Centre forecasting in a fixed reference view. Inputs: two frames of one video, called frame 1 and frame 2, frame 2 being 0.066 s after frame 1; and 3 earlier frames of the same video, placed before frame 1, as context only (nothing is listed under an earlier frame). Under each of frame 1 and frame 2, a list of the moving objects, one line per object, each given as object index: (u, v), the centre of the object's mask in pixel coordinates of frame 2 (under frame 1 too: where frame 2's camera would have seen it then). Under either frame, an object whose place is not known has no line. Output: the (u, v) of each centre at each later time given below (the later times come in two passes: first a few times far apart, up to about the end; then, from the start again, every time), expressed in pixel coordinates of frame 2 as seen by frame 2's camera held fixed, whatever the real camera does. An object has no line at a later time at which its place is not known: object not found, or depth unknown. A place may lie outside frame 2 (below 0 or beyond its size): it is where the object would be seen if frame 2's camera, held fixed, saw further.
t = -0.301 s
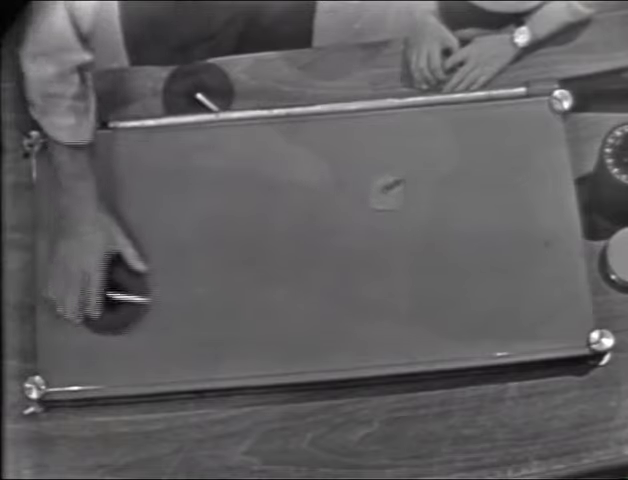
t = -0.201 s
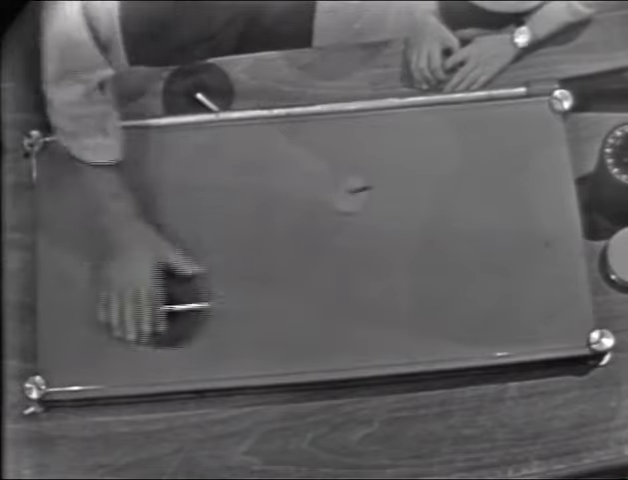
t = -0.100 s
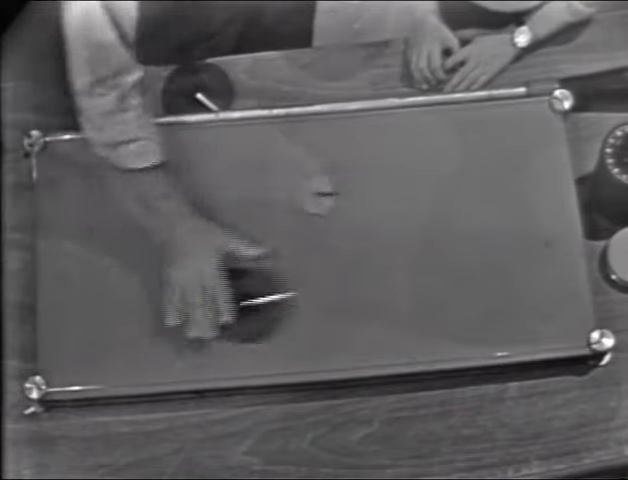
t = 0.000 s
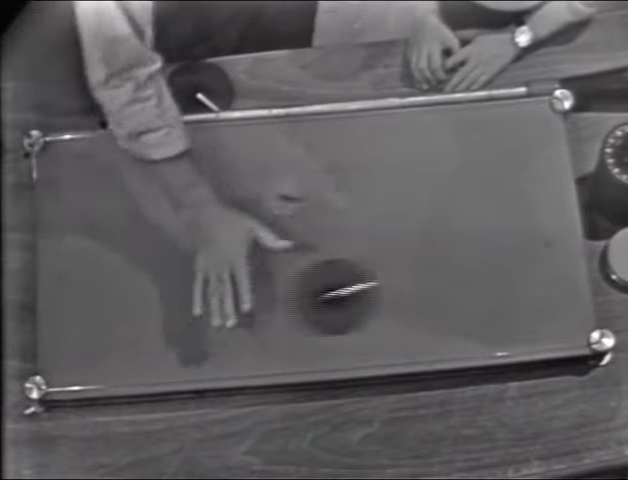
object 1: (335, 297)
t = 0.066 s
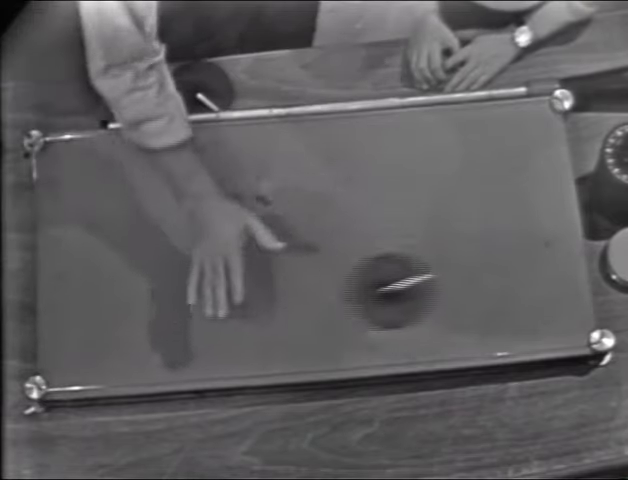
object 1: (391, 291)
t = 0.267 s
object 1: (553, 275)
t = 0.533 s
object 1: (350, 286)
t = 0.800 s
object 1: (141, 294)
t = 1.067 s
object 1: (179, 284)
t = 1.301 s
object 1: (353, 263)
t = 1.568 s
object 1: (548, 238)
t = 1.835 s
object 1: (364, 250)
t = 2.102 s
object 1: (178, 271)
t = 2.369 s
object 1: (126, 282)
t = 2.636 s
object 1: (306, 274)
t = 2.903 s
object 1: (457, 265)
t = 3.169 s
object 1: (538, 225)
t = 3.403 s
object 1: (482, 200)
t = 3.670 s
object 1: (395, 174)
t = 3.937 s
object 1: (314, 159)
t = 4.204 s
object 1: (247, 194)
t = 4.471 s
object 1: (207, 202)
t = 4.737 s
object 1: (182, 193)
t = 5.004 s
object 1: (162, 179)
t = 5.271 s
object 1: (143, 169)
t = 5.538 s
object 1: (119, 185)
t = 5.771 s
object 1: (99, 199)
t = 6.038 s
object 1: (76, 215)
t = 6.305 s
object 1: (86, 236)
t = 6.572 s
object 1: (109, 260)
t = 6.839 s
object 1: (133, 285)
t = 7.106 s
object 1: (157, 311)
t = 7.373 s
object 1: (181, 337)
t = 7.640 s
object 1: (207, 324)
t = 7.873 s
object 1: (229, 300)
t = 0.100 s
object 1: (418, 288)
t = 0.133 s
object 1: (445, 286)
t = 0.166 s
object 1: (474, 283)
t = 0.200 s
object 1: (502, 280)
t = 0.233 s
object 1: (530, 278)
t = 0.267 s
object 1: (553, 275)
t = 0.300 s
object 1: (538, 276)
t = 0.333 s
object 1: (512, 277)
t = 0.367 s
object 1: (486, 278)
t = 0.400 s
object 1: (459, 280)
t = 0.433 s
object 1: (432, 282)
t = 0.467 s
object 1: (405, 283)
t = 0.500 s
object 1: (377, 284)
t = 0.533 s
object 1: (350, 286)
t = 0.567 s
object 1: (324, 287)
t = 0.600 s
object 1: (298, 288)
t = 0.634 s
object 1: (271, 289)
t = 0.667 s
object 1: (244, 289)
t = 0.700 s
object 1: (219, 291)
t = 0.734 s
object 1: (193, 292)
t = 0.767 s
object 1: (169, 293)
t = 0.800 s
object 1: (141, 294)
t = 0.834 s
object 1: (116, 294)
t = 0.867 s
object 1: (92, 295)
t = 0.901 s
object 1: (72, 296)
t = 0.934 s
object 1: (85, 294)
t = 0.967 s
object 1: (107, 291)
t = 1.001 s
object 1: (131, 289)
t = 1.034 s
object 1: (155, 287)
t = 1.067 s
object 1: (179, 284)
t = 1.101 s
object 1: (203, 280)
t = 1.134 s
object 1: (228, 278)
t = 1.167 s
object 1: (253, 274)
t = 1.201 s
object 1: (278, 272)
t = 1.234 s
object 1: (302, 268)
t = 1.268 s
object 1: (328, 266)
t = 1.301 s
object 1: (353, 263)
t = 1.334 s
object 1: (378, 259)
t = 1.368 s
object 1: (404, 256)
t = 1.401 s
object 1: (430, 253)
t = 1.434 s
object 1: (455, 250)
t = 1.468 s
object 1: (479, 247)
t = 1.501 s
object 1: (504, 243)
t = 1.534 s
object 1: (528, 240)
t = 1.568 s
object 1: (548, 238)
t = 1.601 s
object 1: (534, 239)
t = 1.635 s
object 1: (510, 240)
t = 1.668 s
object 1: (485, 242)
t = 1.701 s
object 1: (461, 243)
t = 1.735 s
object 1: (436, 244)
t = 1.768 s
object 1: (411, 246)
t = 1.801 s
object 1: (388, 247)
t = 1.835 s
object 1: (364, 250)
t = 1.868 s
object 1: (340, 252)
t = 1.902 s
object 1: (317, 255)
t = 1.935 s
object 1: (293, 258)
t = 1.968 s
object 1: (270, 261)
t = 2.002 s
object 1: (247, 263)
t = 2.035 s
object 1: (223, 266)
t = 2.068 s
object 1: (201, 269)
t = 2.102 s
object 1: (178, 271)
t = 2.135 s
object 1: (154, 274)
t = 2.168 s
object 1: (132, 276)
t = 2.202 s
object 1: (109, 279)
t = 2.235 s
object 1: (88, 281)
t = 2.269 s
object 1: (70, 284)
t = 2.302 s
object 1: (85, 283)
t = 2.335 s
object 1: (105, 283)
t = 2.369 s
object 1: (126, 282)
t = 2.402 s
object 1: (148, 282)
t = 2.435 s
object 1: (171, 280)
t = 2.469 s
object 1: (193, 280)
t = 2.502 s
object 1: (215, 279)
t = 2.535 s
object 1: (238, 278)
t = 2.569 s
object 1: (261, 276)
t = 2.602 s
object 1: (283, 275)
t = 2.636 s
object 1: (306, 274)
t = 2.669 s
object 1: (329, 272)
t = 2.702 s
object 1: (349, 272)
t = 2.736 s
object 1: (367, 271)
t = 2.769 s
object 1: (386, 270)
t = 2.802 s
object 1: (404, 269)
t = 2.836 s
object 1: (422, 268)
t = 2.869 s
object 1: (440, 266)
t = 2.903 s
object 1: (457, 265)
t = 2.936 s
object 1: (468, 261)
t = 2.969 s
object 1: (479, 256)
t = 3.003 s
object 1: (489, 250)
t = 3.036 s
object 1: (499, 245)
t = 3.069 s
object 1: (509, 240)
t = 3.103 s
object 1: (519, 235)
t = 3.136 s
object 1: (529, 229)
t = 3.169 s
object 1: (538, 225)
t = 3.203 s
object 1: (544, 220)
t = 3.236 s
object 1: (536, 216)
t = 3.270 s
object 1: (525, 213)
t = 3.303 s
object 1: (514, 209)
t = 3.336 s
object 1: (504, 207)
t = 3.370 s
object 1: (492, 203)
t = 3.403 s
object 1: (482, 200)
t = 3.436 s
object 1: (471, 197)
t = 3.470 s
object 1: (460, 193)
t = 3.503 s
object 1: (449, 190)
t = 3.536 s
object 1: (438, 187)
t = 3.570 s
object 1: (427, 183)
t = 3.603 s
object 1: (417, 180)
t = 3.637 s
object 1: (406, 177)
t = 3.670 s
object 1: (395, 174)
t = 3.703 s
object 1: (384, 171)
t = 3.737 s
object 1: (373, 167)
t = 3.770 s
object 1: (362, 164)
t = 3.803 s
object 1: (352, 161)
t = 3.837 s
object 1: (342, 157)
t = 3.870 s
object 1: (331, 155)
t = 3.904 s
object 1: (323, 155)
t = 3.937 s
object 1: (314, 159)
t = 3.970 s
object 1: (306, 163)
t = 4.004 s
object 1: (297, 167)
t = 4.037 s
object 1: (289, 172)
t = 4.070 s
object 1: (280, 176)
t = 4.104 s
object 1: (272, 181)
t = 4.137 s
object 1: (263, 185)
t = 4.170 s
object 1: (254, 190)
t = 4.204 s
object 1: (247, 194)
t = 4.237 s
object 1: (242, 195)
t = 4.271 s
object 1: (237, 196)
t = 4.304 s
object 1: (232, 197)
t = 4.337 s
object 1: (227, 198)
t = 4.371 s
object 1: (222, 199)
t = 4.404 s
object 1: (217, 200)
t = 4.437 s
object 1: (211, 201)
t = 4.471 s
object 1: (207, 202)
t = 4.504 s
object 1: (202, 203)
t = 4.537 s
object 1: (198, 203)
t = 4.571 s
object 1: (195, 201)
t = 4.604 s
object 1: (193, 200)
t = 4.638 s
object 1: (190, 198)
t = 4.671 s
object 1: (187, 196)
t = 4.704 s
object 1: (184, 195)
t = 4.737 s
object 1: (182, 193)
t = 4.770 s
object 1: (180, 192)
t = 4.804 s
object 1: (177, 190)
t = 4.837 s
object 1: (175, 188)
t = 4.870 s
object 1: (172, 186)
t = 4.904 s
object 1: (169, 185)
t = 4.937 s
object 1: (167, 183)
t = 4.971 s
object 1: (165, 181)
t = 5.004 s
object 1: (162, 179)
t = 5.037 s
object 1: (159, 178)
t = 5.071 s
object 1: (157, 176)
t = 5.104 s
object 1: (155, 174)
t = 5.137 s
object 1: (153, 173)
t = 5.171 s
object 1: (150, 171)
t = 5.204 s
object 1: (148, 170)
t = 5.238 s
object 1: (145, 169)
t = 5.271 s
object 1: (143, 169)
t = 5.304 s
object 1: (139, 171)
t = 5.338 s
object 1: (136, 173)
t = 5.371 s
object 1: (134, 175)
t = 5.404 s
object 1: (131, 177)
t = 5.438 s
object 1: (128, 179)
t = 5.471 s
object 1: (125, 181)
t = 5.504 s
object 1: (122, 183)
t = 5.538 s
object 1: (119, 185)
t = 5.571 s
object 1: (116, 187)
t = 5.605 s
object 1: (113, 189)
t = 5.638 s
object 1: (111, 190)
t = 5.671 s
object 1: (108, 193)
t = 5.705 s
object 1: (105, 195)
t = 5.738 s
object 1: (102, 197)
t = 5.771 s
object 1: (99, 199)
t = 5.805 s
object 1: (96, 201)
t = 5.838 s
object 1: (94, 203)
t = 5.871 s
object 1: (91, 205)
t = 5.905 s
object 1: (88, 207)
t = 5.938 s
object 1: (85, 209)
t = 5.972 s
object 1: (82, 211)
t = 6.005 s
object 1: (79, 213)
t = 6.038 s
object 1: (76, 215)
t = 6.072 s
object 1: (74, 217)
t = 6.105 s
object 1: (71, 219)
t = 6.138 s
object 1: (72, 221)
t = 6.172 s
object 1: (75, 224)
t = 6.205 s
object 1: (78, 227)
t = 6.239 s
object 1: (81, 230)
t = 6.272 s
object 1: (84, 233)
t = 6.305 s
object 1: (86, 236)
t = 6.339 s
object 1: (90, 238)
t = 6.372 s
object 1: (92, 242)
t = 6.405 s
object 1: (95, 244)
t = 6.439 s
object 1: (98, 248)
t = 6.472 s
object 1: (101, 250)
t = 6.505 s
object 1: (104, 253)
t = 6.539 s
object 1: (107, 256)
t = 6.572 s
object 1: (109, 260)
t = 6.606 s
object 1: (112, 263)
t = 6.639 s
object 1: (115, 266)
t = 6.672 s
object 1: (118, 269)
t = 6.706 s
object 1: (121, 272)
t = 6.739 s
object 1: (124, 275)
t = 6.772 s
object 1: (127, 278)
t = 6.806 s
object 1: (130, 282)
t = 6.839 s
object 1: (133, 285)
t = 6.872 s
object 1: (136, 288)
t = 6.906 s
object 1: (139, 291)
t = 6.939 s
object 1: (142, 294)
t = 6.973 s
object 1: (145, 298)
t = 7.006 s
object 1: (148, 301)
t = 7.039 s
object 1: (151, 304)
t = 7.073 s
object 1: (154, 307)
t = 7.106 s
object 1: (157, 311)
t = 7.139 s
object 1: (160, 314)
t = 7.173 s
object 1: (163, 317)
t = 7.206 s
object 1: (166, 320)
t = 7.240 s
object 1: (169, 324)
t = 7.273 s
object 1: (172, 327)
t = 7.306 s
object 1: (176, 330)
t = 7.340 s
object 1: (179, 333)
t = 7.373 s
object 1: (181, 337)
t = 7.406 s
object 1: (184, 340)
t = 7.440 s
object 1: (188, 343)
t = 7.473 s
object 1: (191, 342)
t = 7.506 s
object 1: (194, 339)
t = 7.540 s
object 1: (197, 335)
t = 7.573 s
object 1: (201, 332)
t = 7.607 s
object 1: (204, 328)
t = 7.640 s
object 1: (207, 324)
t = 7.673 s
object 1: (210, 321)
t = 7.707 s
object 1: (213, 318)
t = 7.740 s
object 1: (217, 314)
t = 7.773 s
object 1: (220, 310)
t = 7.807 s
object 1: (223, 307)
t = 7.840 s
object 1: (226, 303)
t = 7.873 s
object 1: (229, 300)
